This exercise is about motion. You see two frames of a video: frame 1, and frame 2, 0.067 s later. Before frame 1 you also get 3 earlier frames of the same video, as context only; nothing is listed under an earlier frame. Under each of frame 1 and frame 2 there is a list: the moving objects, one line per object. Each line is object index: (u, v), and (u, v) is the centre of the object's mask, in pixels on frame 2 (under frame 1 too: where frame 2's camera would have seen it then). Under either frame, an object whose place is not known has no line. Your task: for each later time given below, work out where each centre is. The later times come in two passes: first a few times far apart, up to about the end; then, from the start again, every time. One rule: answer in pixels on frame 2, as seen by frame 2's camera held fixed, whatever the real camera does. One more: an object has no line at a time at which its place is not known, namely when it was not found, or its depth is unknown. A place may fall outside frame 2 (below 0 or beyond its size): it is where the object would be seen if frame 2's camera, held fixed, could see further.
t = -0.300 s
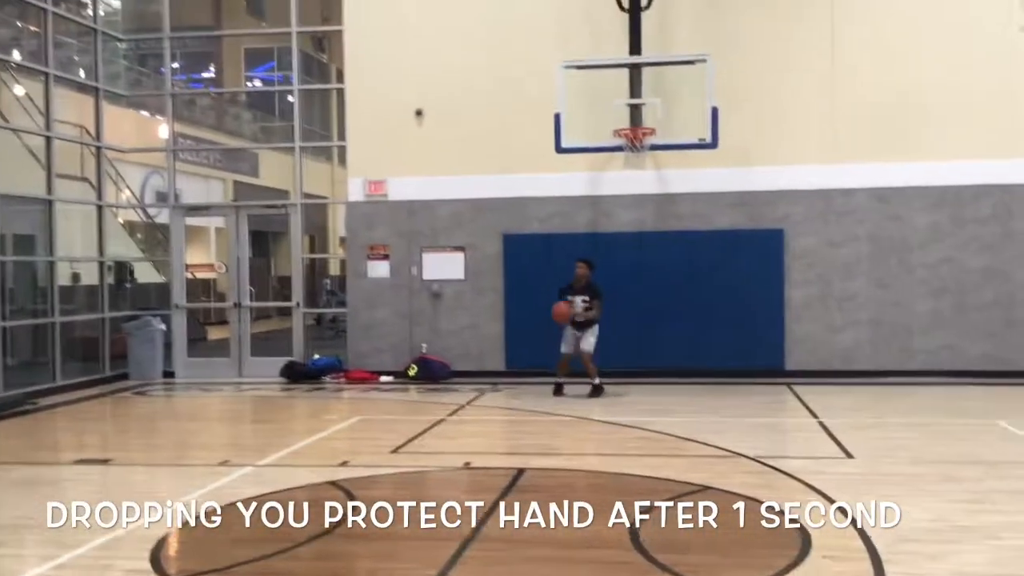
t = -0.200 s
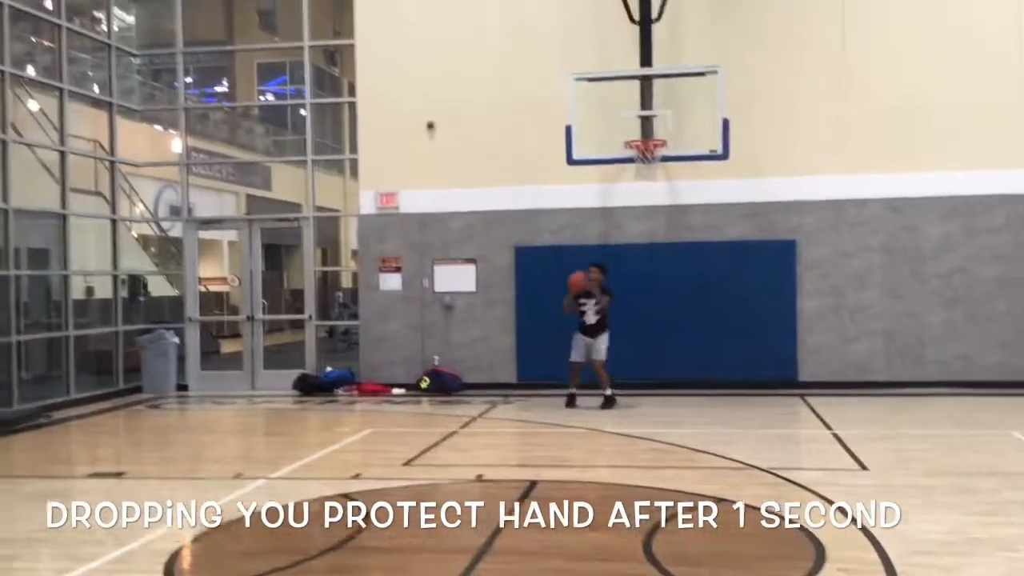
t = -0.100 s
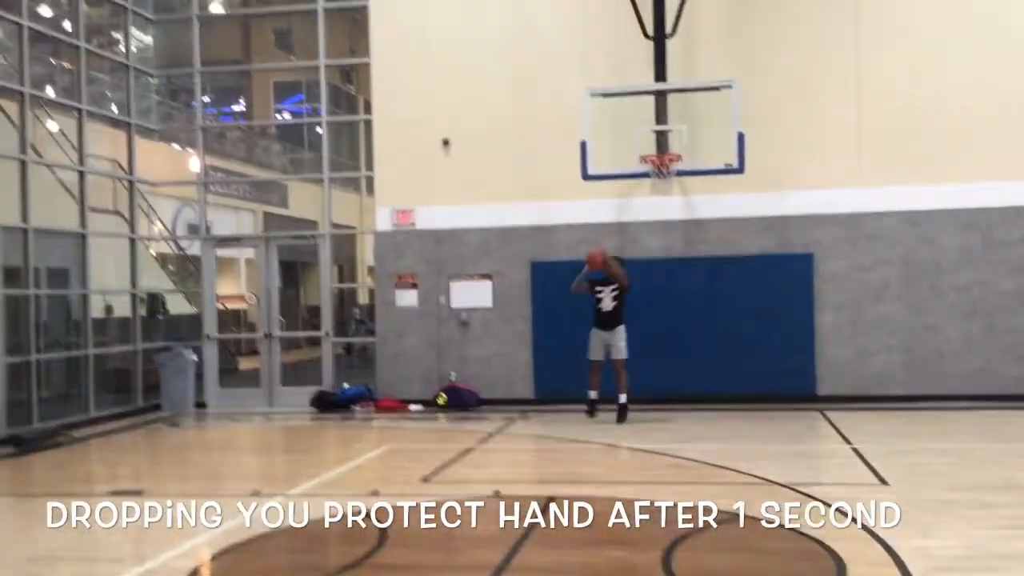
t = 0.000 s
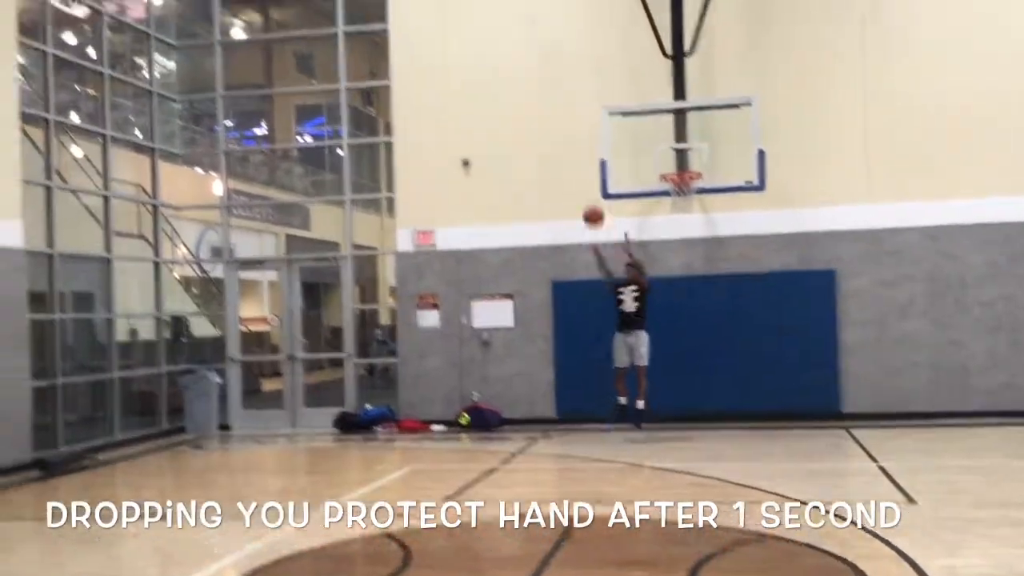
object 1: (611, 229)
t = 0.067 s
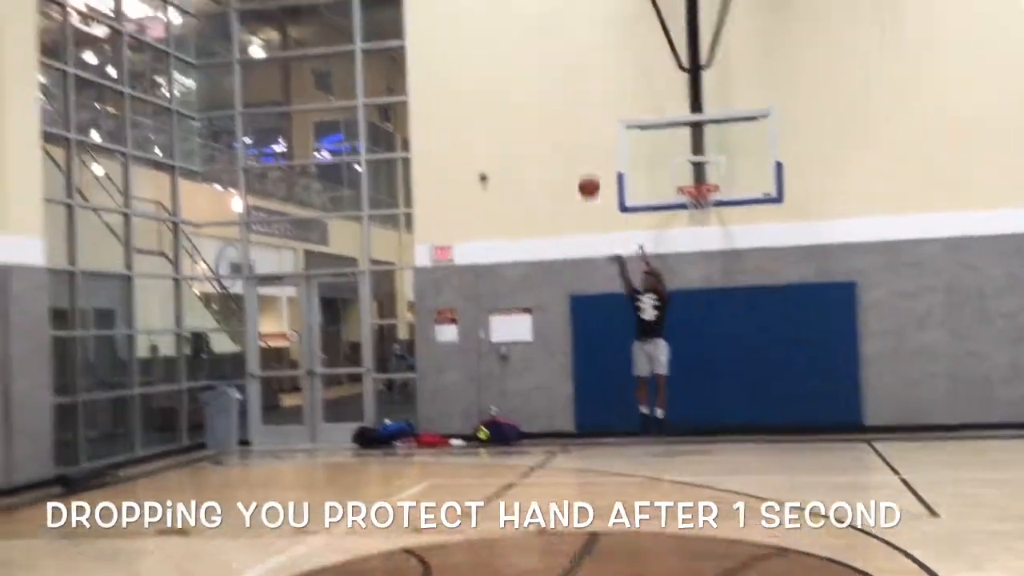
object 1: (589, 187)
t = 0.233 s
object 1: (531, 90)
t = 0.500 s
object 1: (430, -27)
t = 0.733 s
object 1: (331, -82)
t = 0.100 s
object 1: (578, 166)
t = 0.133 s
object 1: (566, 146)
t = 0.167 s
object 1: (555, 127)
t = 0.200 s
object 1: (543, 108)
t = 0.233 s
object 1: (531, 90)
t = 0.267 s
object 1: (519, 73)
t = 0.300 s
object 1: (507, 57)
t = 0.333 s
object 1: (494, 40)
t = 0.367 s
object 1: (482, 25)
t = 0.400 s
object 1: (470, 11)
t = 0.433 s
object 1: (456, -2)
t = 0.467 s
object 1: (444, -15)
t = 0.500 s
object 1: (430, -27)
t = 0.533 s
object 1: (416, -38)
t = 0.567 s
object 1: (404, -47)
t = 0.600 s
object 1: (389, -57)
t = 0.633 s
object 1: (376, -65)
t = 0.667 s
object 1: (359, -71)
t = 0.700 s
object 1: (342, -79)
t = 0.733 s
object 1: (331, -82)
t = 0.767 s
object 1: (315, -86)
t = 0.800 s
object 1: (298, -89)
